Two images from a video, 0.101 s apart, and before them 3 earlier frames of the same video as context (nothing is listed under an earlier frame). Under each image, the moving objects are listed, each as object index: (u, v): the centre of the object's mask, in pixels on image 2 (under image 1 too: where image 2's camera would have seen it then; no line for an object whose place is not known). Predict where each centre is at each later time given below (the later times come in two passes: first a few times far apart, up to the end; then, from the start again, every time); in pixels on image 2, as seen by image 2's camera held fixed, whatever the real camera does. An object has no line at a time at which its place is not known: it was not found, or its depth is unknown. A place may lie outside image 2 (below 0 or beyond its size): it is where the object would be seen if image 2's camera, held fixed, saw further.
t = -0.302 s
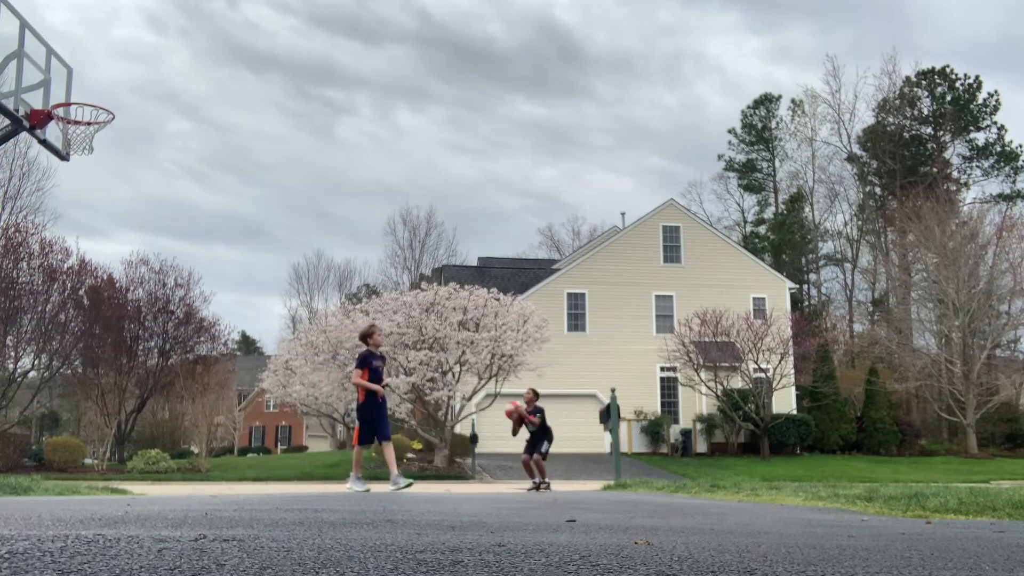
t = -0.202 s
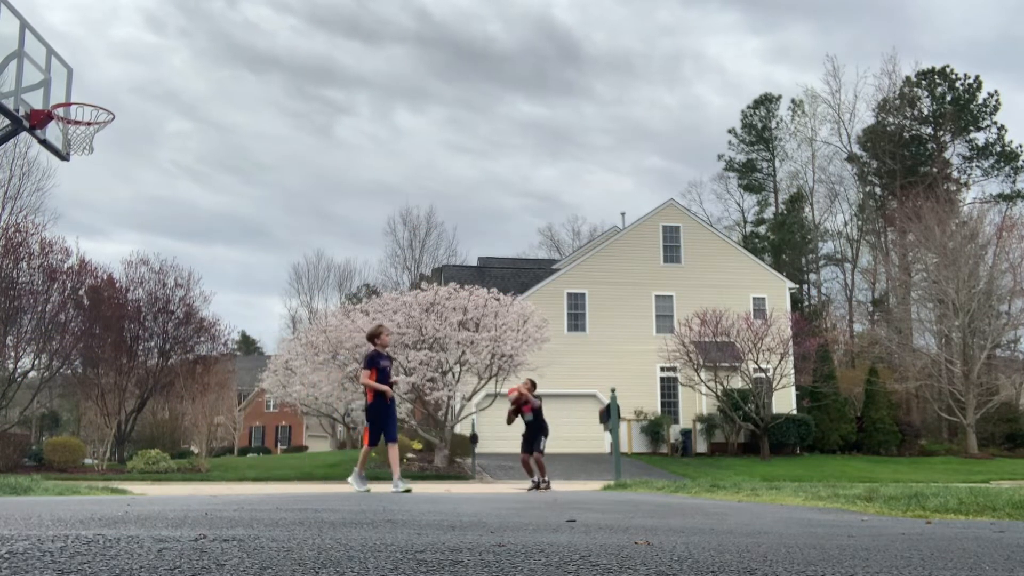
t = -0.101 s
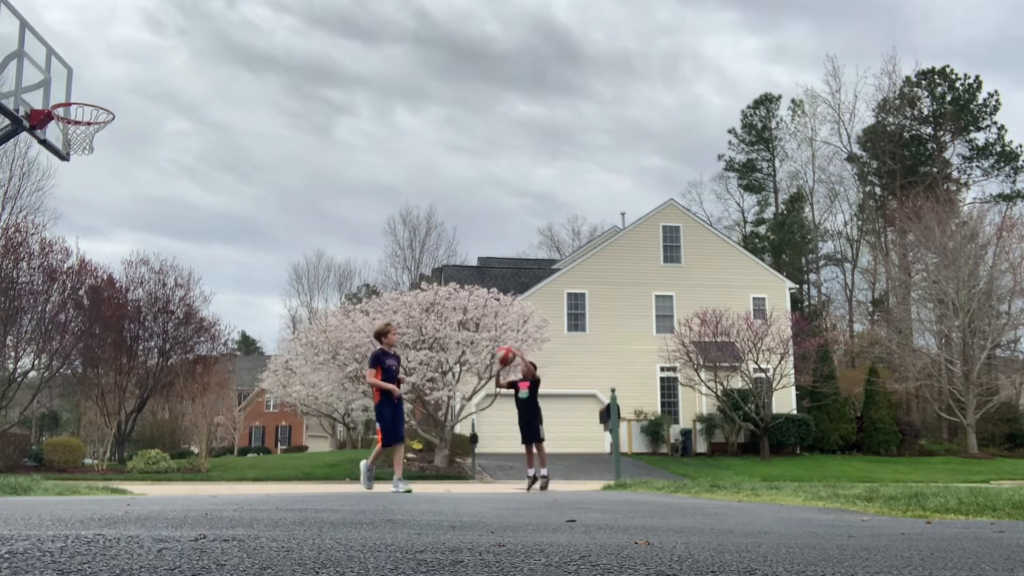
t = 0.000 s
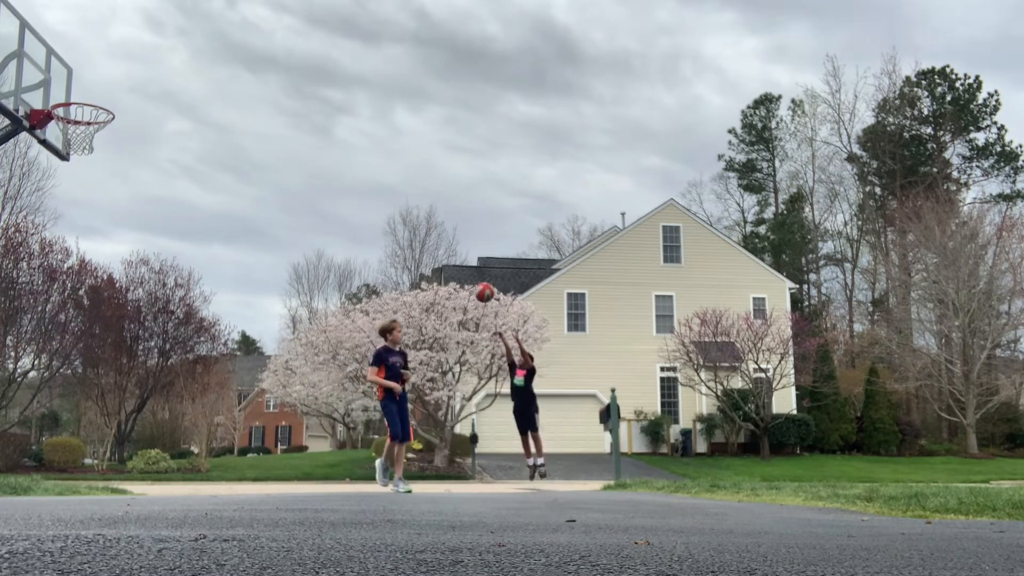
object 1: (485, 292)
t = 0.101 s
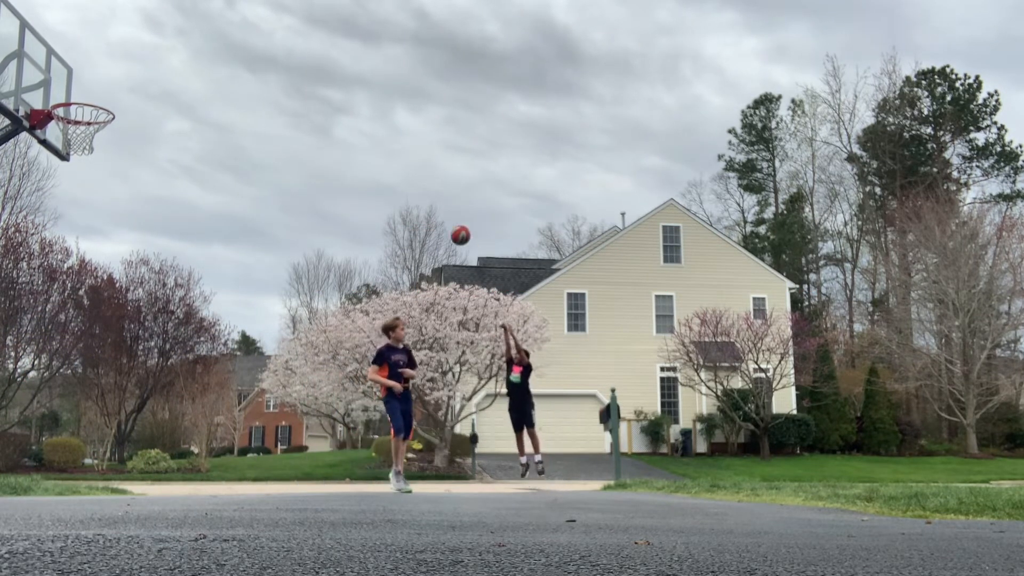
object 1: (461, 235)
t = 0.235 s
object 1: (427, 169)
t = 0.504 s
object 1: (356, 74)
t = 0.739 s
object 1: (285, 34)
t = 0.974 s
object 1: (202, 45)
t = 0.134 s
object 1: (452, 217)
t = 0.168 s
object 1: (444, 201)
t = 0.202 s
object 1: (436, 185)
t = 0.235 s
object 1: (427, 169)
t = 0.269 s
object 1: (419, 155)
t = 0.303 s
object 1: (410, 141)
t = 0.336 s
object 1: (402, 128)
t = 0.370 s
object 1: (393, 115)
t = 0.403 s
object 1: (384, 104)
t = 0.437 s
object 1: (374, 93)
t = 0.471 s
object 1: (365, 83)
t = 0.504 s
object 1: (356, 74)
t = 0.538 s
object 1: (346, 65)
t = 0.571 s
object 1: (337, 58)
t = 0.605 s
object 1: (327, 51)
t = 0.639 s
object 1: (317, 46)
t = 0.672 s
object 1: (306, 41)
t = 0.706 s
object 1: (296, 37)
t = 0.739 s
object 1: (285, 34)
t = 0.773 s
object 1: (274, 33)
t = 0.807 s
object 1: (263, 32)
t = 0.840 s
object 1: (251, 32)
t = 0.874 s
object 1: (239, 33)
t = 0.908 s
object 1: (227, 36)
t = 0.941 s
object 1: (215, 40)
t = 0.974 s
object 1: (202, 45)
